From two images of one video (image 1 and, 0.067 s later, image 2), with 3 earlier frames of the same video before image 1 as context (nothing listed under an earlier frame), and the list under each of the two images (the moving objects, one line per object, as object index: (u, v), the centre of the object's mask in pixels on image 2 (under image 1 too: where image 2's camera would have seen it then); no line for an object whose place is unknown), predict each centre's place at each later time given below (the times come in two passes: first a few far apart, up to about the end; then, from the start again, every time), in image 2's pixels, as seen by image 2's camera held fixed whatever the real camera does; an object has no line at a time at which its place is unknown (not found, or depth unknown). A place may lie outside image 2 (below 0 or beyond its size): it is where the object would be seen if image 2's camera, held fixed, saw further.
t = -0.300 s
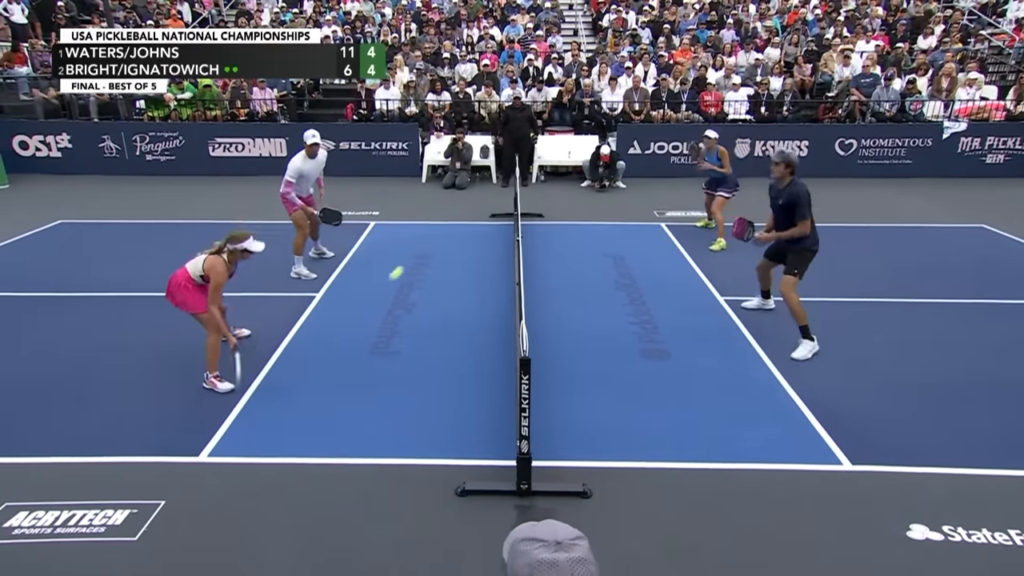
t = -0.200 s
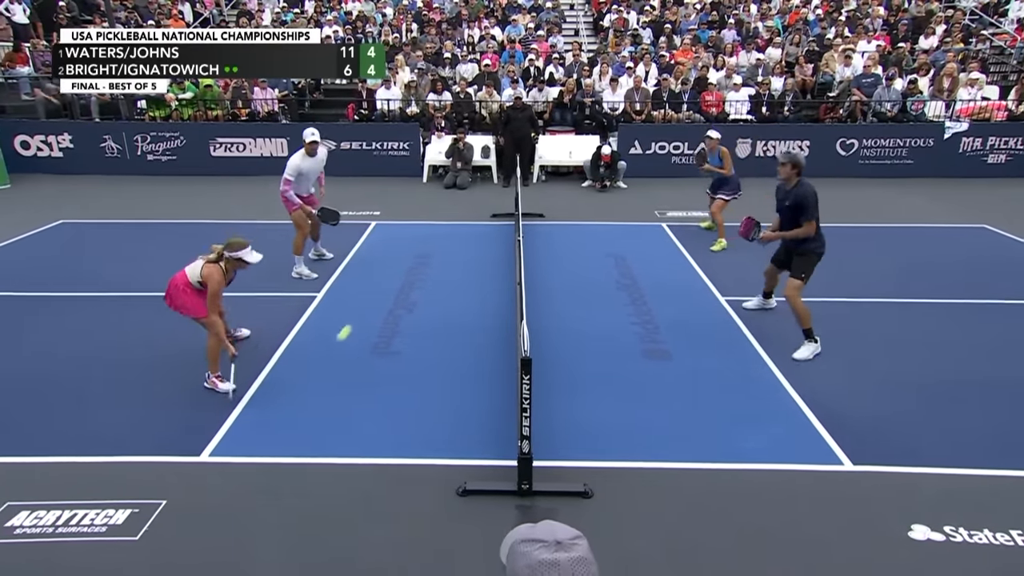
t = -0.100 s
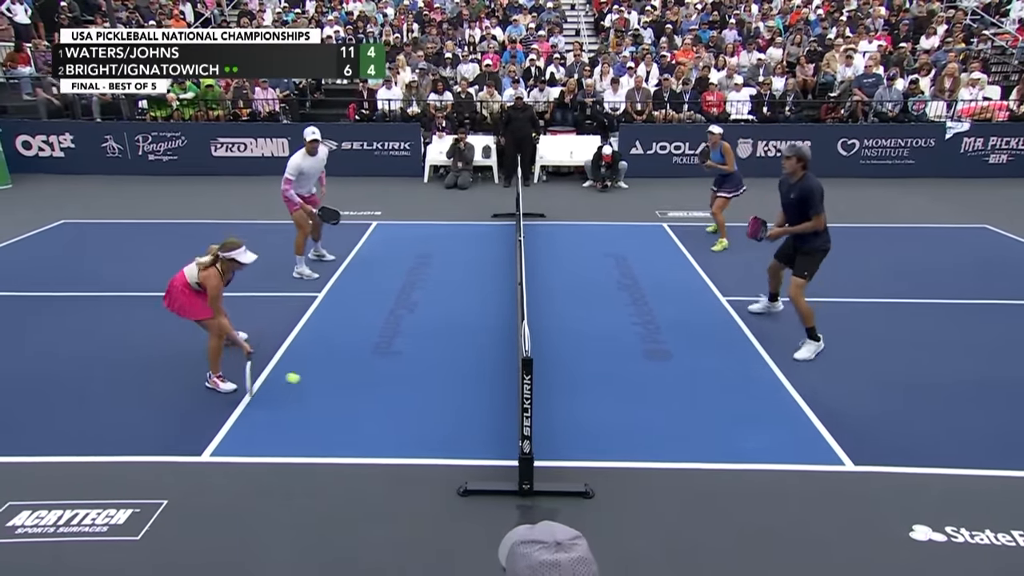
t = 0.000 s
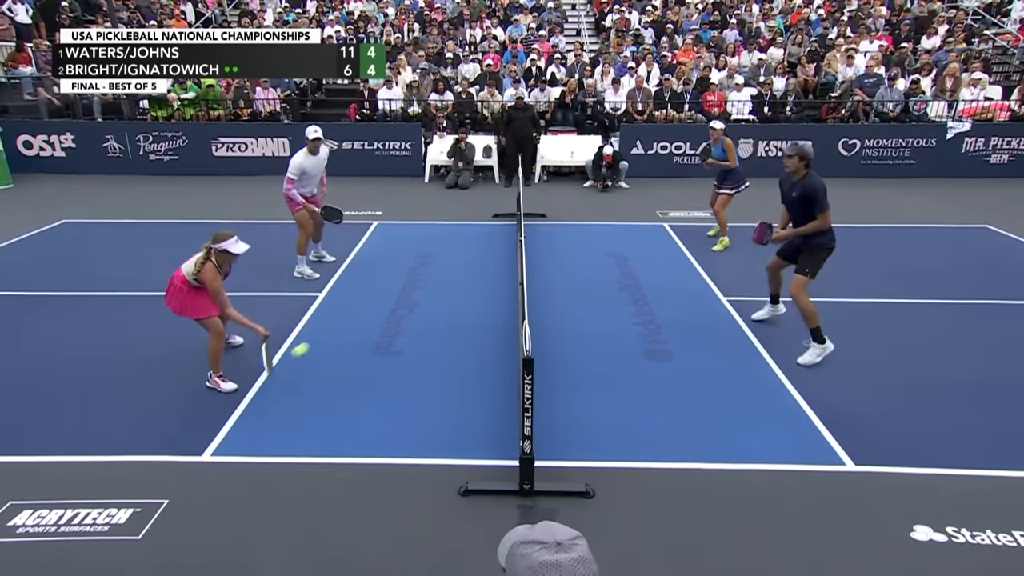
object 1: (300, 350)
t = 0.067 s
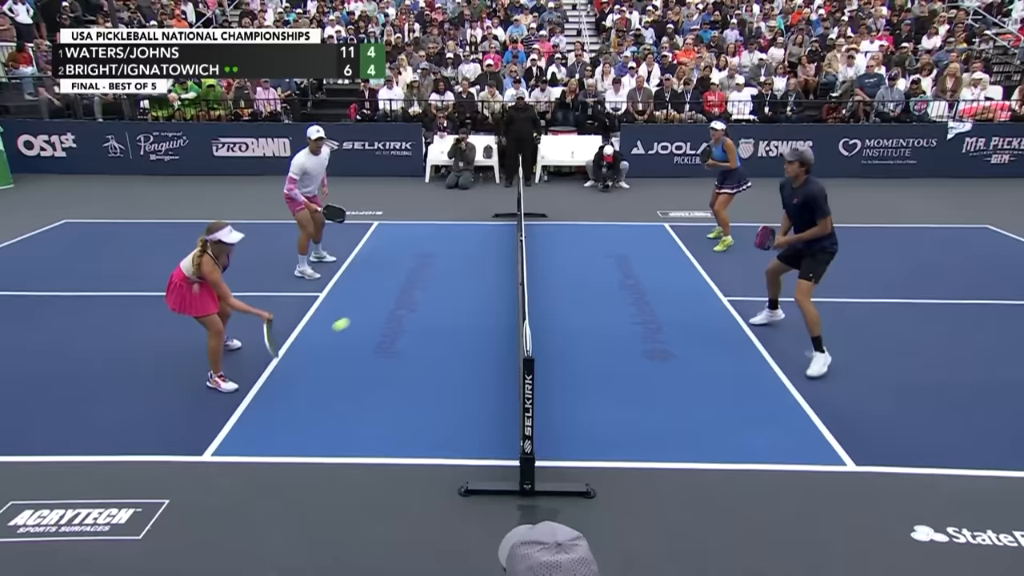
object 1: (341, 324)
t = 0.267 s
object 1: (466, 281)
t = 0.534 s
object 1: (629, 302)
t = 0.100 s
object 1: (361, 314)
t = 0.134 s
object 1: (382, 304)
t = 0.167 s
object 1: (403, 296)
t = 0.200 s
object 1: (424, 290)
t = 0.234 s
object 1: (445, 284)
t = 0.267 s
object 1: (466, 281)
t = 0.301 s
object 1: (487, 278)
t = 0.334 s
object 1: (507, 278)
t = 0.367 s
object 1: (528, 278)
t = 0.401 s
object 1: (549, 280)
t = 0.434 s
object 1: (570, 284)
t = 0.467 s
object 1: (589, 288)
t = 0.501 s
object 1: (610, 294)
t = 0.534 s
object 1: (629, 302)
